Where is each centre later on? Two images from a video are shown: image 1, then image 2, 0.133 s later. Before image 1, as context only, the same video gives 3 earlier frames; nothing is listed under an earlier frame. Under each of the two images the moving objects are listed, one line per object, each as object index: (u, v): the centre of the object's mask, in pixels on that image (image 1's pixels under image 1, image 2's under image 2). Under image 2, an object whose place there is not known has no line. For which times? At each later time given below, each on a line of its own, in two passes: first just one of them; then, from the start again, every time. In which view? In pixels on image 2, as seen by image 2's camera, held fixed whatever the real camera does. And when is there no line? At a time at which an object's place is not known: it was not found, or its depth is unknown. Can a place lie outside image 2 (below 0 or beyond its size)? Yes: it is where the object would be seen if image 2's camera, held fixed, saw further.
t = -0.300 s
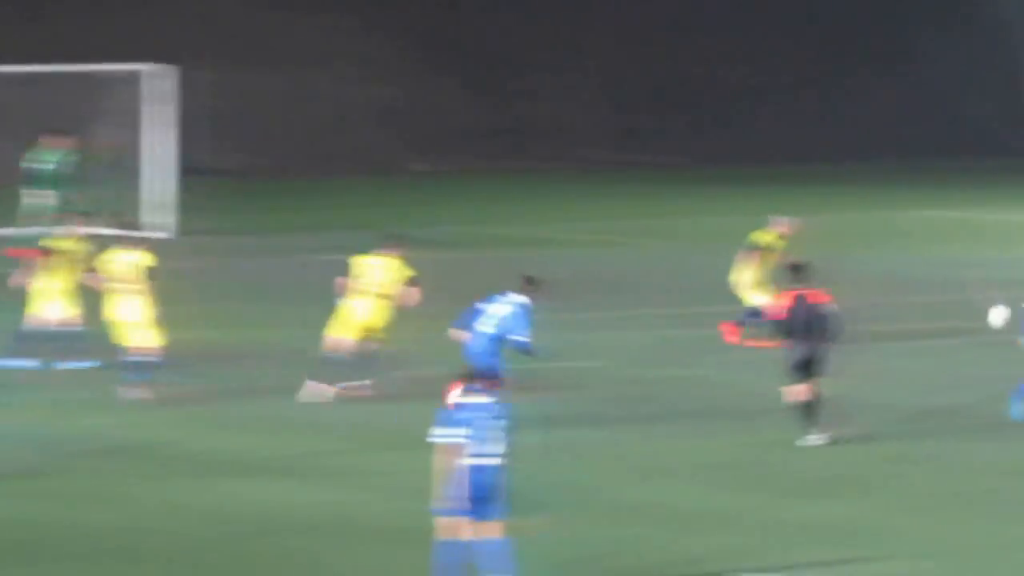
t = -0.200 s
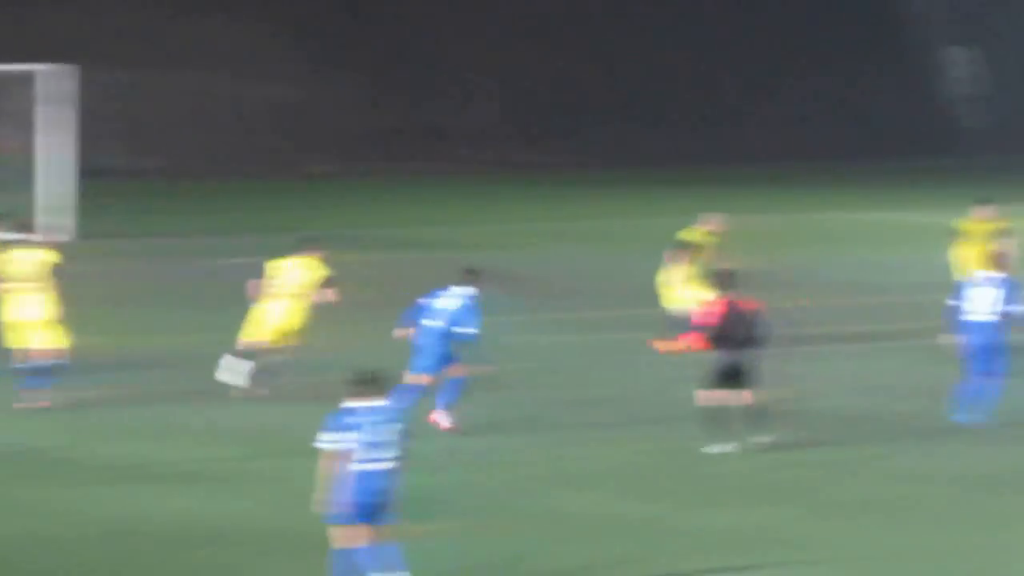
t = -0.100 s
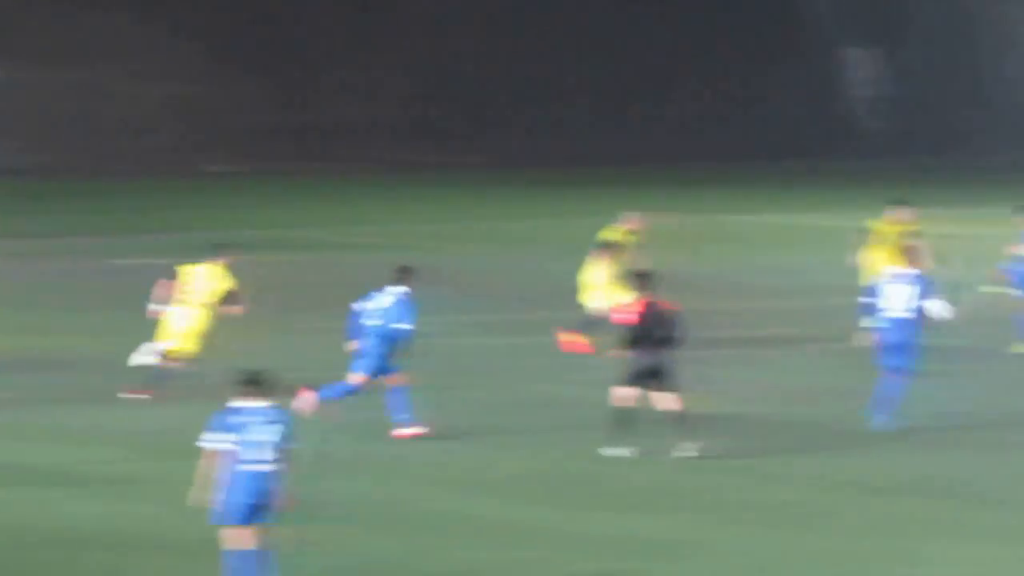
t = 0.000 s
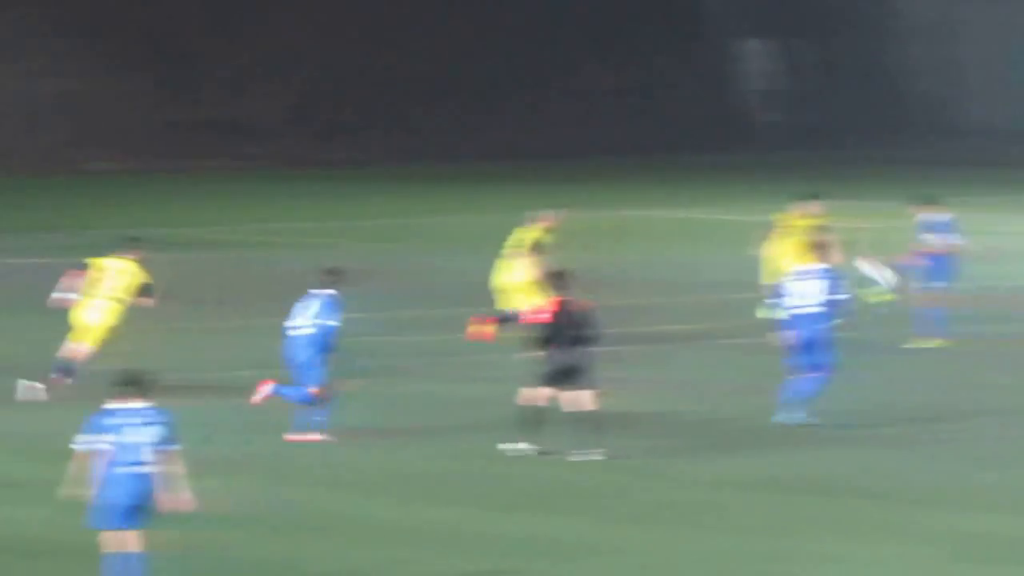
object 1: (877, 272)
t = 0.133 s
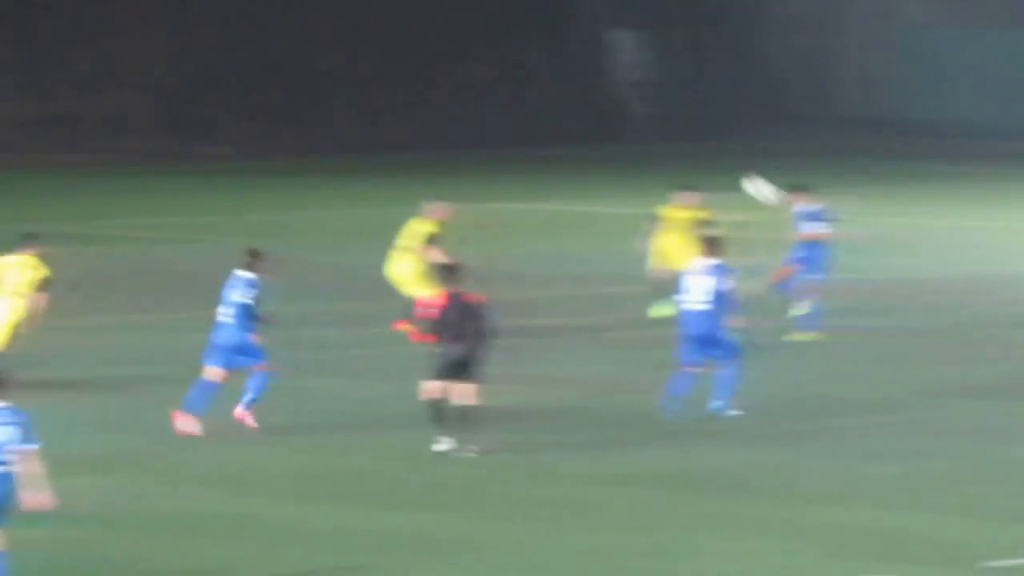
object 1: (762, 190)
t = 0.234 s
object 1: (759, 145)
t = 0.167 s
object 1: (757, 173)
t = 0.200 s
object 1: (753, 158)
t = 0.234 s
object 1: (759, 145)
